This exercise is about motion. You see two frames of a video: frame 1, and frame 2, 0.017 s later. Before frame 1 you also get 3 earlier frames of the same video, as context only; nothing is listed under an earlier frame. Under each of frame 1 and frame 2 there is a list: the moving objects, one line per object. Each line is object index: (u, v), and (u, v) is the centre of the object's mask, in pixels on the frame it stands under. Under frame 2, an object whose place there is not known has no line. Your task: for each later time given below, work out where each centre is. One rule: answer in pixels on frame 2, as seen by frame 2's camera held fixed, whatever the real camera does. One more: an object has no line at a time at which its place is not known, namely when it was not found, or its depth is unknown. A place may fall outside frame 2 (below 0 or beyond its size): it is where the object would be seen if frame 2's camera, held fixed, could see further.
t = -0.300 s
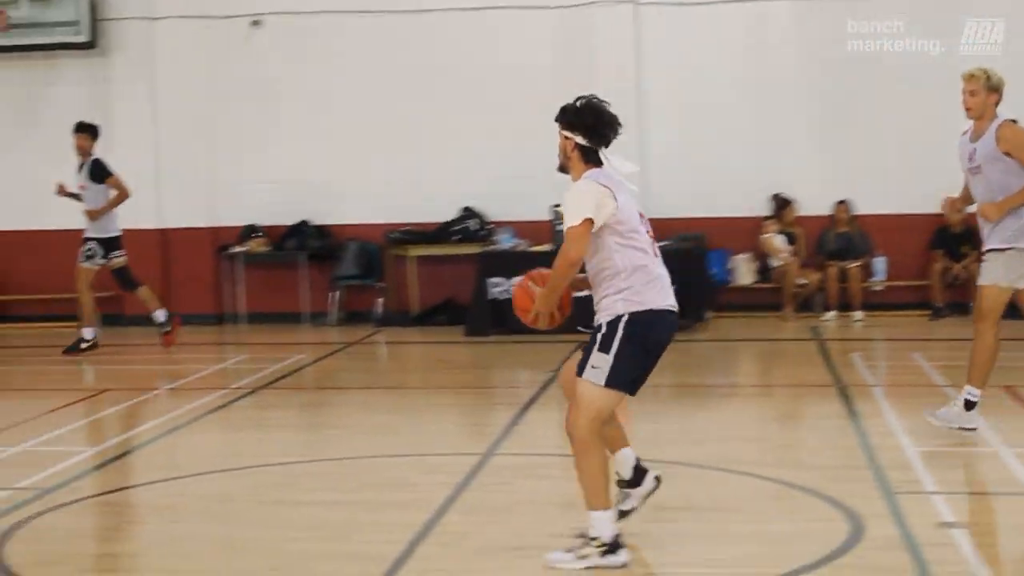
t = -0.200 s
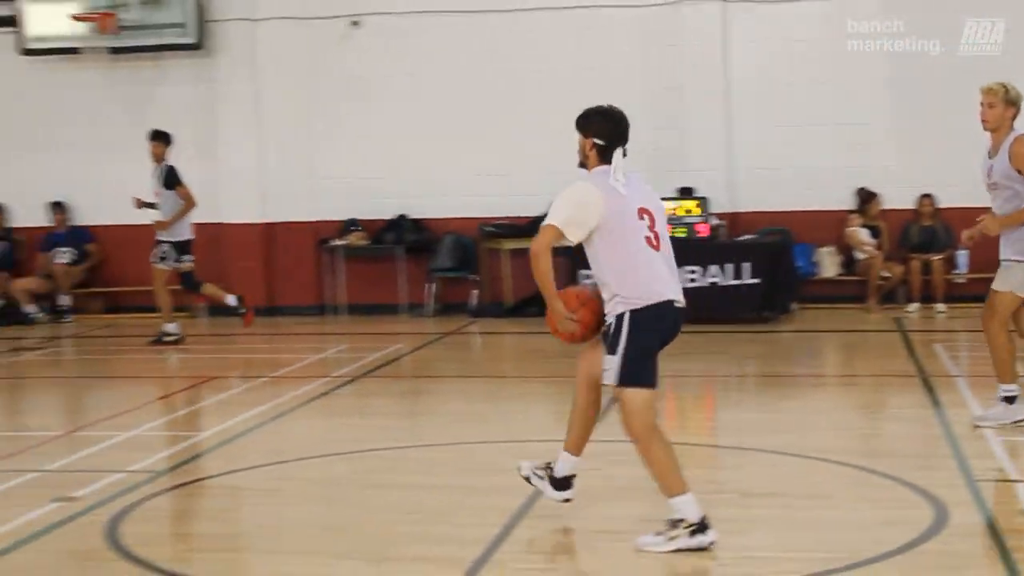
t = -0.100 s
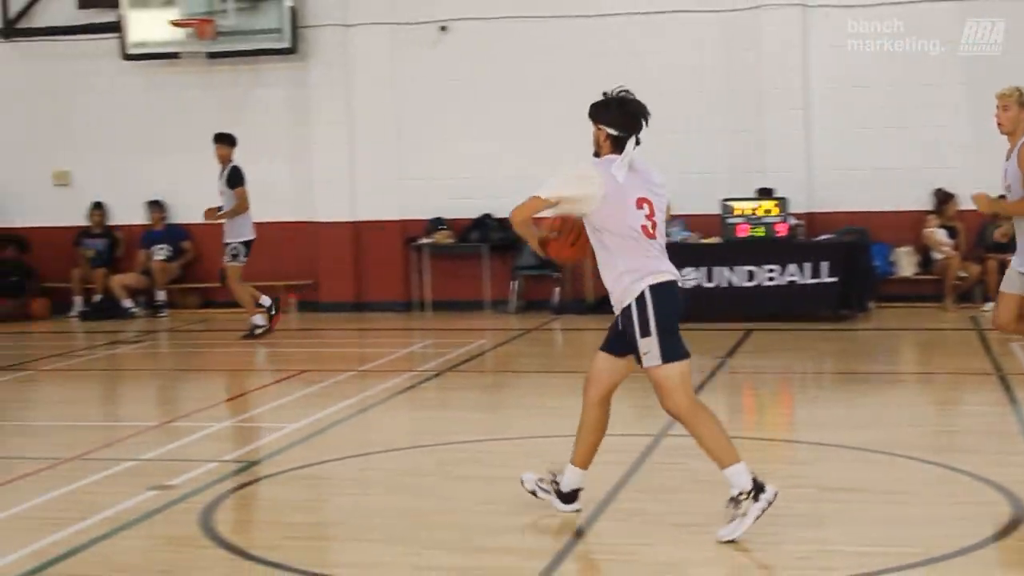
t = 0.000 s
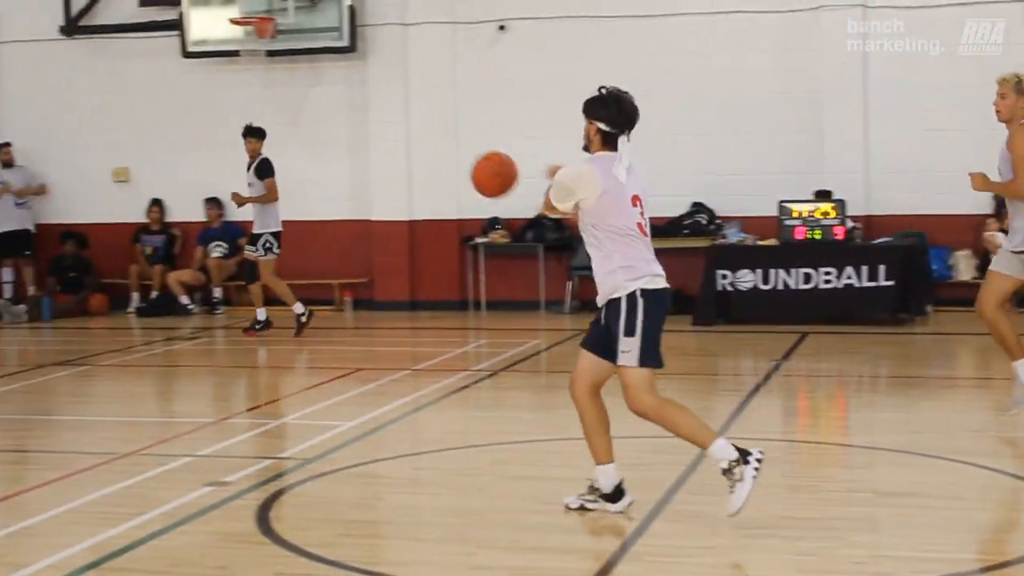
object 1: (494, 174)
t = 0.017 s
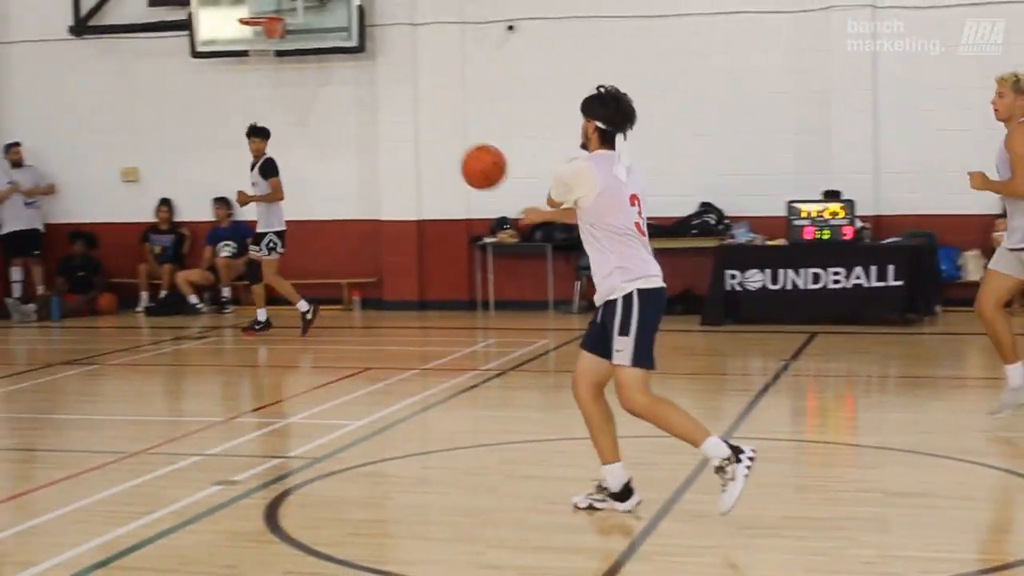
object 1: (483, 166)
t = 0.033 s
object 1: (461, 163)
